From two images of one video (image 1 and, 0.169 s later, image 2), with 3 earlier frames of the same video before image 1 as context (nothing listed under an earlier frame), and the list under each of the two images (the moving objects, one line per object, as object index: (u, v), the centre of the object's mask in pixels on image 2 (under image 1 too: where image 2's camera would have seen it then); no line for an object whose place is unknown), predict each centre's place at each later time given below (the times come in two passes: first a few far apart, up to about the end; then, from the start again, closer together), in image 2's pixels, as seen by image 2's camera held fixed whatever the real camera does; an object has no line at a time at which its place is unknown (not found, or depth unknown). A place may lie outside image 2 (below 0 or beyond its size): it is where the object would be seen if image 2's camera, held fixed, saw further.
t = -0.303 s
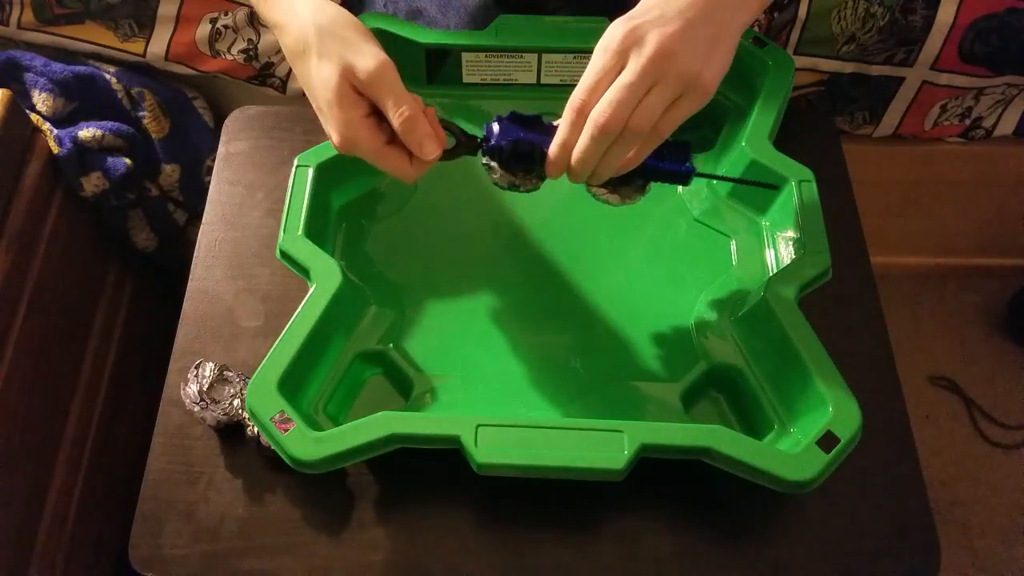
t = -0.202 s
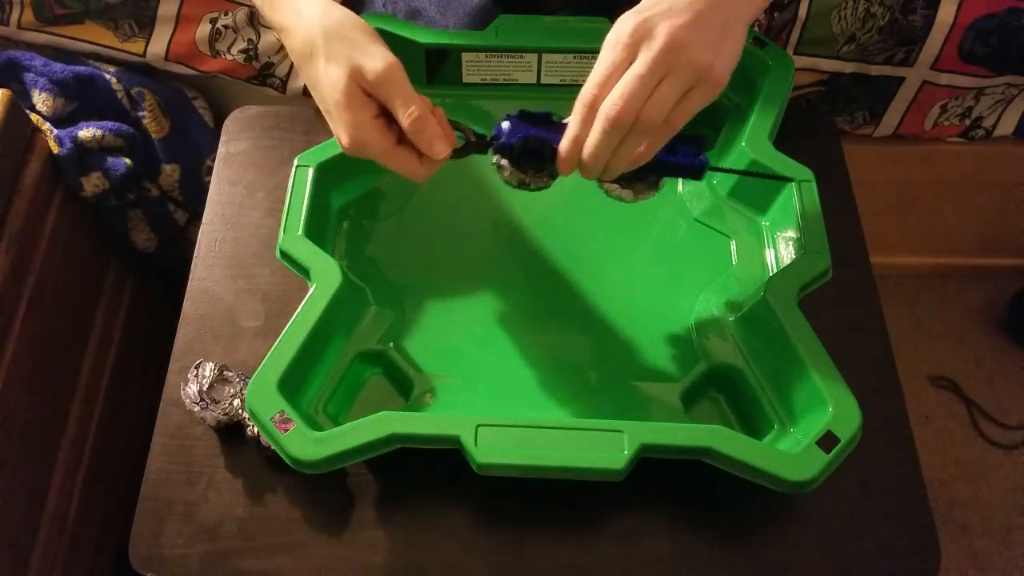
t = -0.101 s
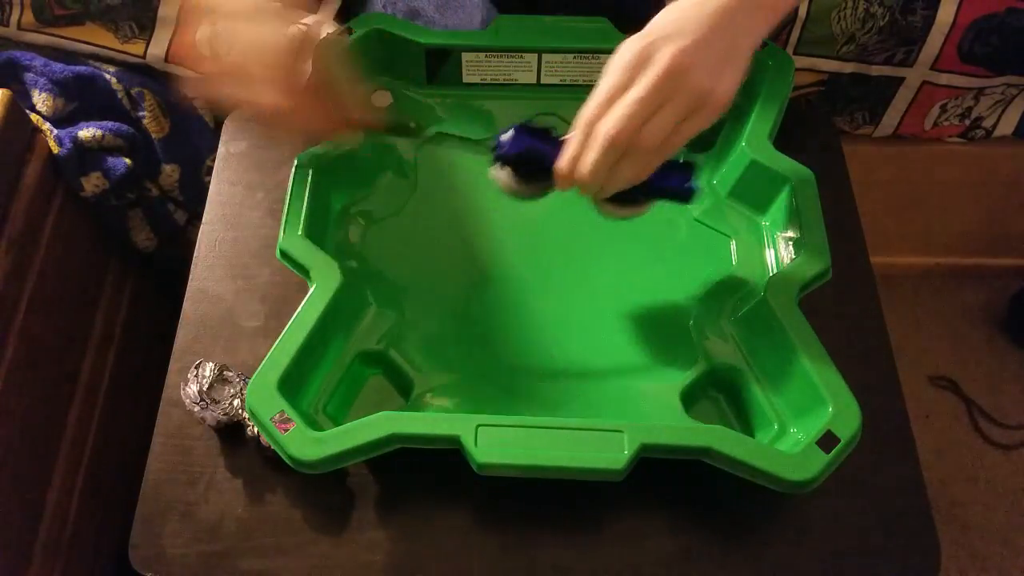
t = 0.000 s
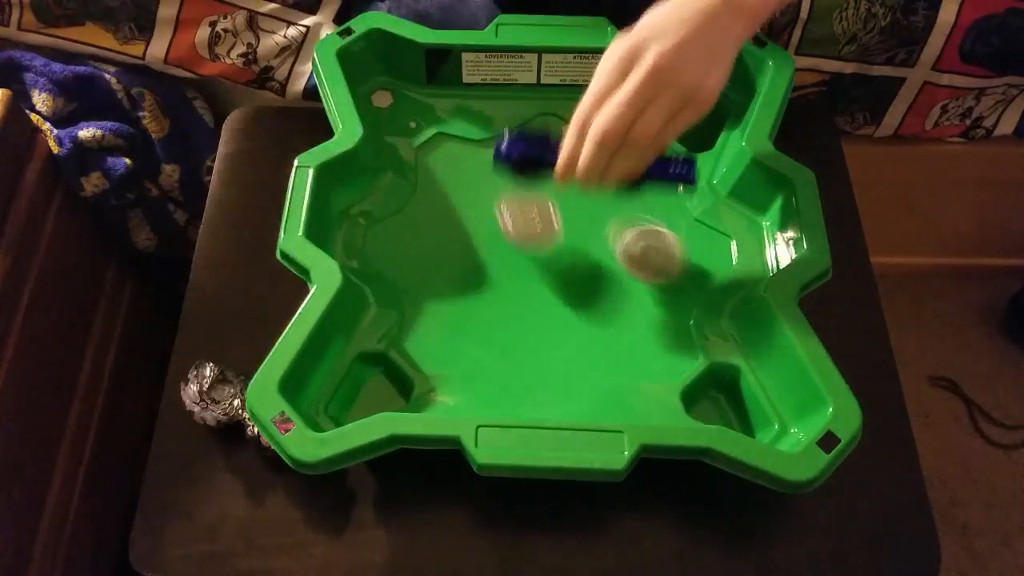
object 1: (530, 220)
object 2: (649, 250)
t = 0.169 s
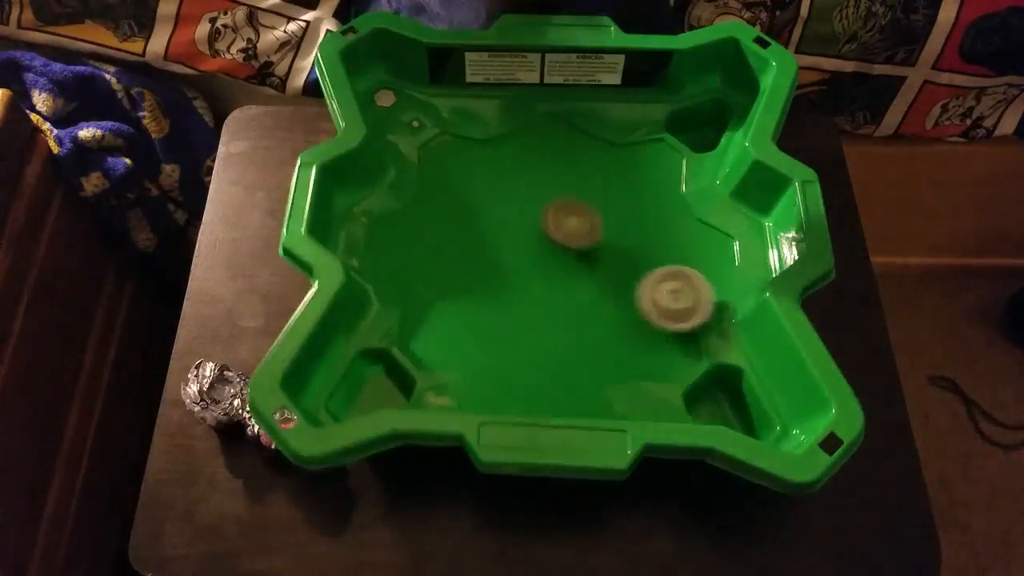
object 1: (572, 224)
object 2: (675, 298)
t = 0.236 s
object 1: (576, 224)
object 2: (641, 295)
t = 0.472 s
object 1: (522, 180)
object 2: (539, 246)
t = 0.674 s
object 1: (461, 179)
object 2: (525, 235)
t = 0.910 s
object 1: (456, 242)
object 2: (542, 245)
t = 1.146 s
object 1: (487, 266)
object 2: (618, 251)
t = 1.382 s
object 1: (540, 214)
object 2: (613, 240)
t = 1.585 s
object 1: (509, 178)
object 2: (597, 239)
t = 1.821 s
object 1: (488, 198)
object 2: (573, 238)
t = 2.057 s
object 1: (508, 214)
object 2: (579, 253)
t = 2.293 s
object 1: (519, 202)
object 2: (588, 269)
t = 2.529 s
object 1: (508, 202)
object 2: (584, 271)
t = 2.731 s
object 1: (532, 218)
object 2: (572, 268)
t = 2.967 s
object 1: (528, 188)
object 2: (577, 293)
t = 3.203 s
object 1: (532, 205)
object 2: (565, 277)
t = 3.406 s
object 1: (556, 206)
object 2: (551, 275)
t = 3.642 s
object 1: (570, 204)
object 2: (540, 262)
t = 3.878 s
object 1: (590, 196)
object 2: (520, 256)
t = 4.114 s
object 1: (590, 190)
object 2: (522, 247)
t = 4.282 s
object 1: (583, 203)
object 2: (522, 241)
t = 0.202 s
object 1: (575, 223)
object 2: (659, 297)
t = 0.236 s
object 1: (576, 224)
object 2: (641, 295)
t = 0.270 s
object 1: (574, 222)
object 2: (624, 291)
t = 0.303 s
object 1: (570, 218)
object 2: (606, 284)
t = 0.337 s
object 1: (563, 212)
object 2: (590, 277)
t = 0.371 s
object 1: (554, 205)
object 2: (574, 269)
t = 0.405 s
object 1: (543, 196)
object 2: (560, 261)
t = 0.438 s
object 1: (533, 188)
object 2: (548, 253)
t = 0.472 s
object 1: (522, 180)
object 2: (539, 246)
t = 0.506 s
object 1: (513, 175)
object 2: (532, 241)
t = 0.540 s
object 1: (504, 173)
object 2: (526, 237)
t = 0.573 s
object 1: (493, 171)
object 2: (524, 234)
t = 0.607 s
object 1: (482, 172)
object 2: (524, 233)
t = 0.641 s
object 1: (471, 175)
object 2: (525, 234)
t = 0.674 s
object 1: (461, 179)
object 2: (525, 235)
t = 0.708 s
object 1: (454, 185)
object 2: (526, 236)
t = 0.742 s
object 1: (449, 193)
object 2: (527, 238)
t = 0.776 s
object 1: (446, 203)
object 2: (527, 240)
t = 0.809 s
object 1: (446, 213)
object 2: (528, 241)
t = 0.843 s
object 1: (450, 225)
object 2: (528, 242)
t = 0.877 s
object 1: (457, 236)
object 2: (529, 243)
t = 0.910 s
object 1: (456, 242)
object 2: (542, 245)
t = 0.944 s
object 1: (448, 245)
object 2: (563, 249)
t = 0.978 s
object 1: (446, 248)
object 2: (582, 252)
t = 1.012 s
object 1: (449, 252)
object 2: (596, 254)
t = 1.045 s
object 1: (455, 257)
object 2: (607, 255)
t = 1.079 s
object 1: (464, 261)
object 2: (614, 255)
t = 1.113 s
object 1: (475, 265)
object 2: (617, 253)
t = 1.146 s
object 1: (487, 266)
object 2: (618, 251)
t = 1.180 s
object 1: (500, 265)
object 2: (617, 249)
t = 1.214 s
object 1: (512, 260)
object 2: (616, 246)
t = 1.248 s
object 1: (524, 254)
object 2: (615, 244)
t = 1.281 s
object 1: (534, 246)
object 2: (612, 242)
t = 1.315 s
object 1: (540, 236)
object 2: (610, 240)
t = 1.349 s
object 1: (542, 225)
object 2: (610, 240)
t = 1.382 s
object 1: (540, 214)
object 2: (613, 240)
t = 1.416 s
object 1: (537, 205)
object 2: (613, 240)
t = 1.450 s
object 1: (533, 196)
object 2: (611, 240)
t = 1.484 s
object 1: (528, 190)
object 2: (608, 240)
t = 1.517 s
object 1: (521, 184)
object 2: (604, 240)
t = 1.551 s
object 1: (515, 180)
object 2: (601, 239)
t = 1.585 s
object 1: (509, 178)
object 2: (597, 239)
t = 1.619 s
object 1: (504, 177)
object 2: (593, 239)
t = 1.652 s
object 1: (498, 178)
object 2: (589, 238)
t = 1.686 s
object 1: (494, 180)
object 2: (585, 238)
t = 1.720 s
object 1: (490, 182)
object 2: (582, 238)
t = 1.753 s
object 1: (488, 187)
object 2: (579, 238)
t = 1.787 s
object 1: (487, 192)
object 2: (575, 238)
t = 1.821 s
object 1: (488, 198)
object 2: (573, 238)
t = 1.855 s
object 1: (491, 204)
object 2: (570, 238)
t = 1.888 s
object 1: (496, 209)
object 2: (568, 239)
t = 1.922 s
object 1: (503, 214)
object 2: (566, 239)
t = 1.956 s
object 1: (504, 213)
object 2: (570, 243)
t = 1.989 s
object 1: (504, 212)
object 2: (575, 247)
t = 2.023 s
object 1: (505, 213)
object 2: (578, 250)
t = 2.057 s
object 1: (508, 214)
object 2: (579, 253)
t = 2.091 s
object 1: (512, 215)
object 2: (579, 254)
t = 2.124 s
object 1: (515, 216)
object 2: (578, 254)
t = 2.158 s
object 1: (519, 217)
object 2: (577, 255)
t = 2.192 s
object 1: (522, 217)
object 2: (576, 255)
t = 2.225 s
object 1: (523, 214)
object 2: (578, 258)
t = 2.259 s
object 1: (521, 207)
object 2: (584, 265)
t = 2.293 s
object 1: (519, 202)
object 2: (588, 269)
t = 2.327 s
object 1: (517, 199)
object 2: (589, 272)
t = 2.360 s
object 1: (515, 198)
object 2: (589, 273)
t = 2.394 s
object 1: (513, 197)
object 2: (588, 273)
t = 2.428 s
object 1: (510, 197)
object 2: (588, 273)
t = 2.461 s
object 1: (509, 198)
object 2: (587, 272)
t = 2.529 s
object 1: (508, 202)
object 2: (584, 271)
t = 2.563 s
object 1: (510, 206)
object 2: (582, 270)
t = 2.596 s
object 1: (513, 209)
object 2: (580, 270)
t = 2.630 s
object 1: (516, 212)
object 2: (578, 269)
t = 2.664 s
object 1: (520, 215)
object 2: (576, 268)
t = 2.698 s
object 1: (526, 217)
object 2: (574, 268)
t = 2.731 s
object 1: (532, 218)
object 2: (572, 268)
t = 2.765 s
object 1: (533, 208)
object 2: (575, 278)
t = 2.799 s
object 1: (534, 200)
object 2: (578, 287)
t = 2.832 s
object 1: (534, 195)
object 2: (579, 293)
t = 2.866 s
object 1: (533, 191)
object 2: (580, 296)
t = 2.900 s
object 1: (532, 189)
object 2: (579, 296)
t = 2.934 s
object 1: (530, 189)
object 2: (578, 295)
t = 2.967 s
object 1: (528, 188)
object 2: (577, 293)
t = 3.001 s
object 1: (526, 189)
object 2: (576, 291)
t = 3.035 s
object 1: (524, 191)
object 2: (575, 288)
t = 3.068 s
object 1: (524, 192)
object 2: (573, 286)
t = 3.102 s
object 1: (524, 195)
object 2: (572, 284)
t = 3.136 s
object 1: (526, 198)
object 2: (570, 281)
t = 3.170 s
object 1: (529, 202)
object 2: (567, 279)
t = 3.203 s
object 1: (532, 205)
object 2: (565, 277)
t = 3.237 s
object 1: (535, 208)
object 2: (563, 275)
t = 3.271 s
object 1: (540, 211)
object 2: (561, 273)
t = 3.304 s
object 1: (544, 214)
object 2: (558, 271)
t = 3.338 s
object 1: (548, 211)
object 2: (556, 274)
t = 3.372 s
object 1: (552, 208)
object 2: (553, 276)
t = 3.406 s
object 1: (556, 206)
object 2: (551, 275)
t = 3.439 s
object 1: (559, 205)
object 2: (549, 274)
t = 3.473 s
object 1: (562, 205)
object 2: (548, 272)
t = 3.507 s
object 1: (565, 204)
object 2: (546, 271)
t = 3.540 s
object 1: (567, 203)
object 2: (545, 269)
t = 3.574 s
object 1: (568, 203)
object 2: (543, 266)
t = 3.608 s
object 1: (569, 203)
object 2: (542, 264)
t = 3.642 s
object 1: (570, 204)
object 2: (540, 262)
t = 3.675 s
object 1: (571, 204)
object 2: (539, 260)
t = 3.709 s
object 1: (572, 205)
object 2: (538, 257)
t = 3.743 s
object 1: (573, 206)
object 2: (536, 255)
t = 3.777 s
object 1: (574, 207)
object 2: (534, 254)
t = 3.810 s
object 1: (581, 202)
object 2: (528, 256)
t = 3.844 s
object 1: (586, 199)
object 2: (523, 257)
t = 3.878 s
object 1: (590, 196)
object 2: (520, 256)
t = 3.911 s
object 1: (592, 194)
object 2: (519, 255)
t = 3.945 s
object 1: (593, 192)
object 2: (519, 253)
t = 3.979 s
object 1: (594, 190)
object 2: (519, 252)
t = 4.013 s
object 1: (594, 189)
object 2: (520, 251)
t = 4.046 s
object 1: (592, 189)
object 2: (520, 249)
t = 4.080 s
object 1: (591, 189)
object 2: (521, 248)
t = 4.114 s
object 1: (590, 190)
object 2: (522, 247)
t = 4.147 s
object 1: (587, 192)
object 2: (523, 245)
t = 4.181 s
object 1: (586, 194)
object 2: (524, 244)
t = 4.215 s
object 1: (583, 197)
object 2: (526, 242)
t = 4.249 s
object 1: (582, 201)
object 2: (527, 241)
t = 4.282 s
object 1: (583, 203)
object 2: (522, 241)
